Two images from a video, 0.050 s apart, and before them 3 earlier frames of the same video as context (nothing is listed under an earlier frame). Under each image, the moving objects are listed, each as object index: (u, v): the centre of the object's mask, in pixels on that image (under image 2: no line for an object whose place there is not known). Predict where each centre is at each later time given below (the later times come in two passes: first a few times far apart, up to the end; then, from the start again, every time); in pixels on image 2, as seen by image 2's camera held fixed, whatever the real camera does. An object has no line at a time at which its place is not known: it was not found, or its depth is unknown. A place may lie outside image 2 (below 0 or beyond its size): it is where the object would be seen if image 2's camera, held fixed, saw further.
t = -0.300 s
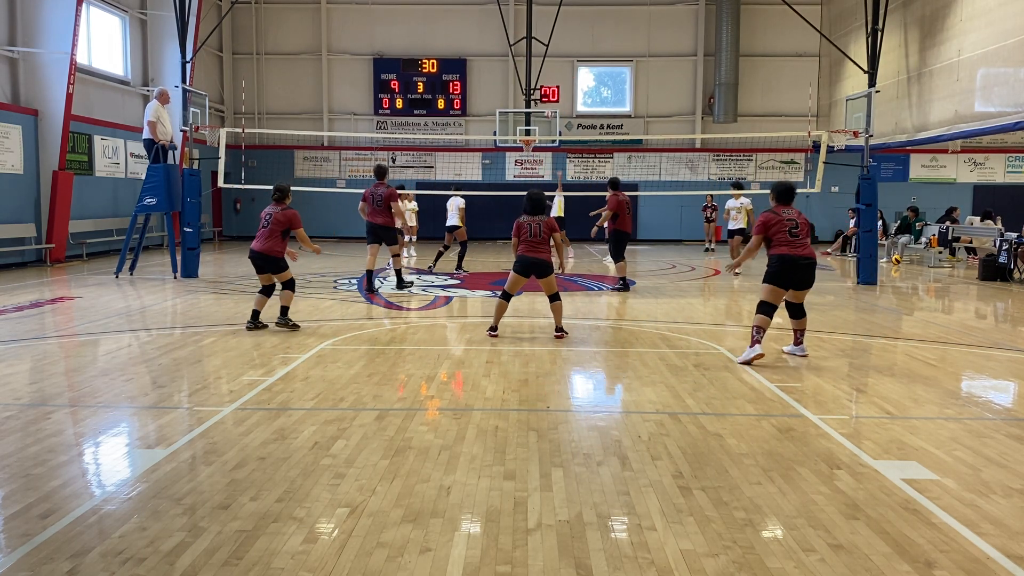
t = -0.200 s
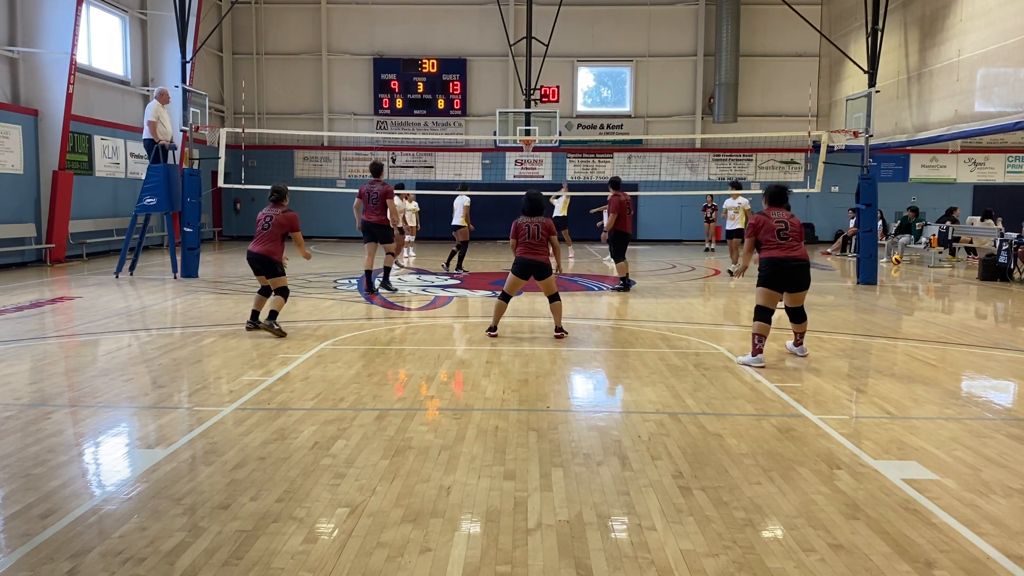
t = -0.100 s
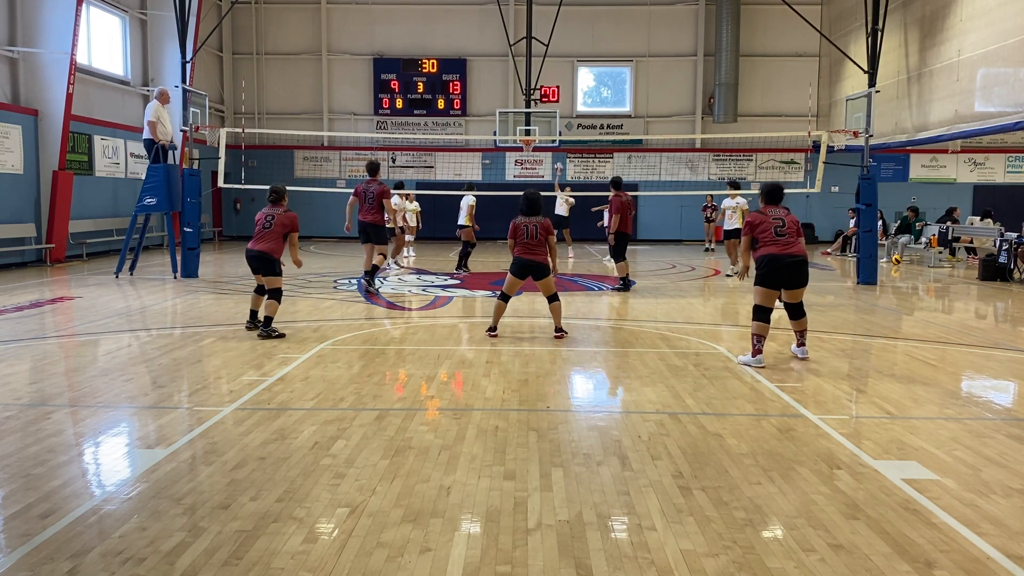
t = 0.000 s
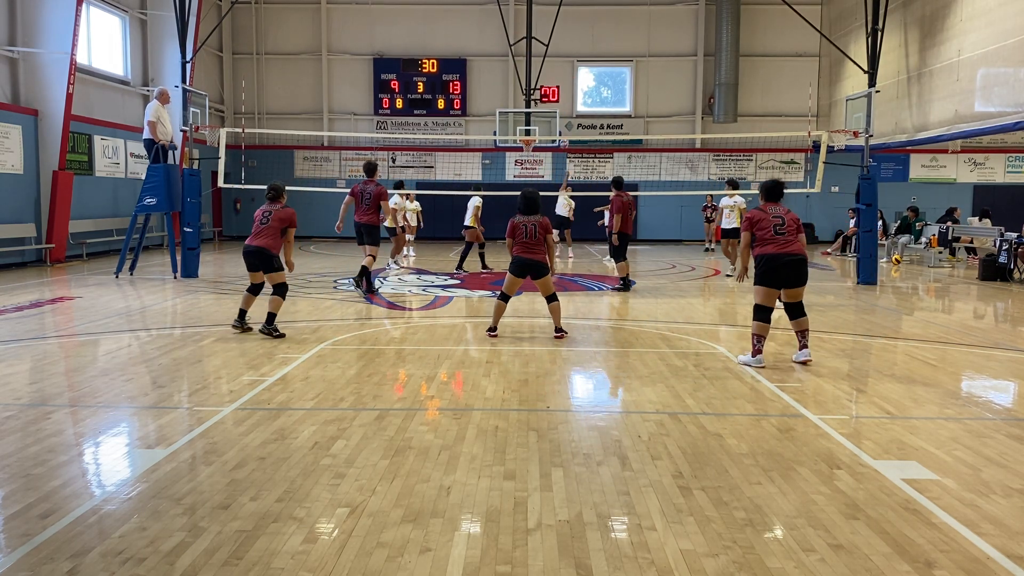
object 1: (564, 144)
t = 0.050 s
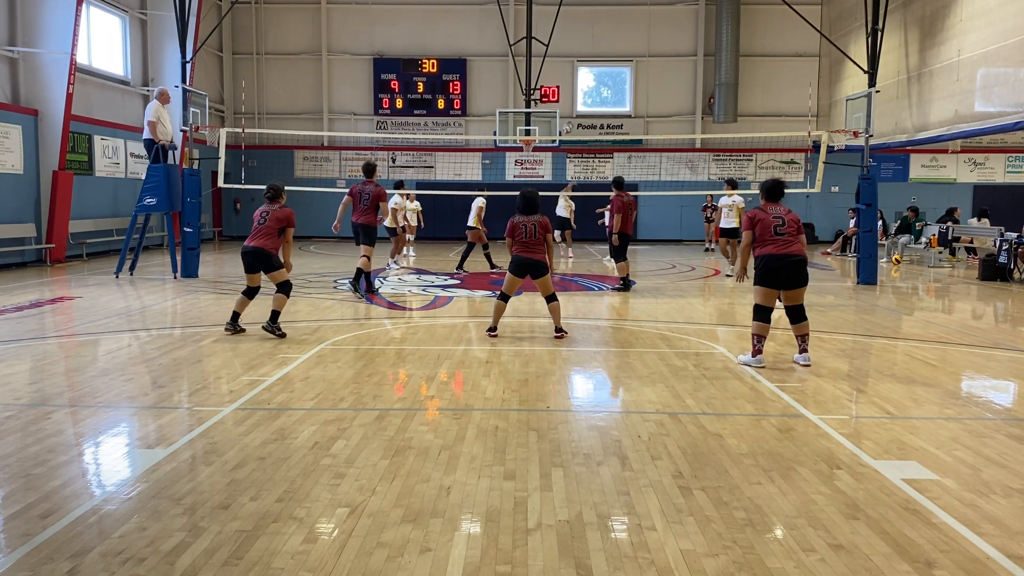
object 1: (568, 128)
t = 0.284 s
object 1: (584, 69)
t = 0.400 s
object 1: (594, 47)
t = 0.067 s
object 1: (568, 125)
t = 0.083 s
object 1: (570, 119)
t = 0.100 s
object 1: (571, 114)
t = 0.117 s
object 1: (572, 111)
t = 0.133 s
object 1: (573, 106)
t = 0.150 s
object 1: (574, 102)
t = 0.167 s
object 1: (575, 97)
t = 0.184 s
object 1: (576, 93)
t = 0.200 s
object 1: (577, 89)
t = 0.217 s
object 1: (578, 85)
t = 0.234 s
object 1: (580, 81)
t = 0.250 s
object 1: (581, 77)
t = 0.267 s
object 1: (582, 73)
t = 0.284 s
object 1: (584, 69)
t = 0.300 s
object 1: (585, 66)
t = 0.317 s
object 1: (586, 62)
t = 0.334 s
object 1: (588, 59)
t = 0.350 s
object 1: (590, 56)
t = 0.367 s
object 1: (591, 53)
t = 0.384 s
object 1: (592, 50)
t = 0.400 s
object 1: (594, 47)
